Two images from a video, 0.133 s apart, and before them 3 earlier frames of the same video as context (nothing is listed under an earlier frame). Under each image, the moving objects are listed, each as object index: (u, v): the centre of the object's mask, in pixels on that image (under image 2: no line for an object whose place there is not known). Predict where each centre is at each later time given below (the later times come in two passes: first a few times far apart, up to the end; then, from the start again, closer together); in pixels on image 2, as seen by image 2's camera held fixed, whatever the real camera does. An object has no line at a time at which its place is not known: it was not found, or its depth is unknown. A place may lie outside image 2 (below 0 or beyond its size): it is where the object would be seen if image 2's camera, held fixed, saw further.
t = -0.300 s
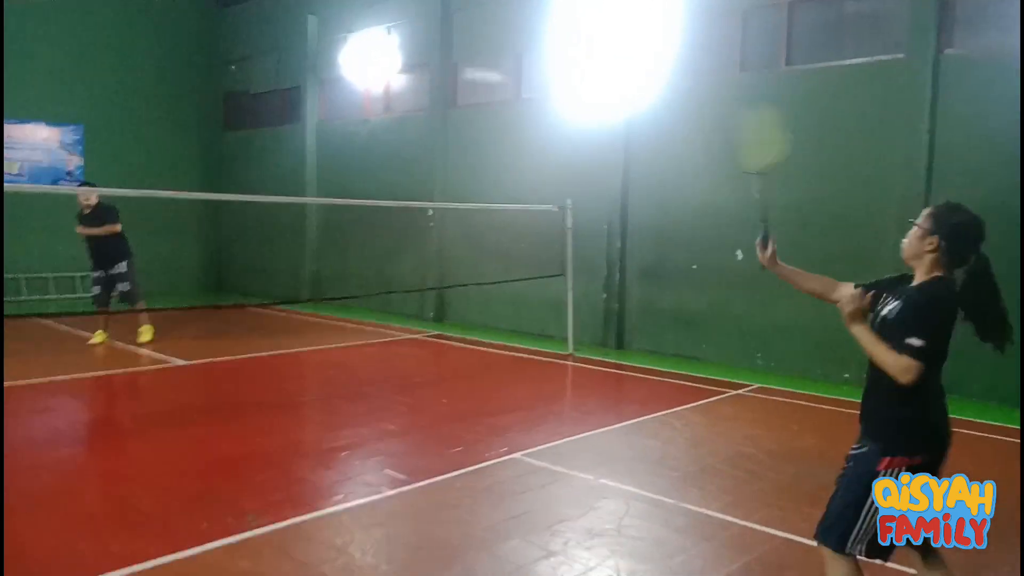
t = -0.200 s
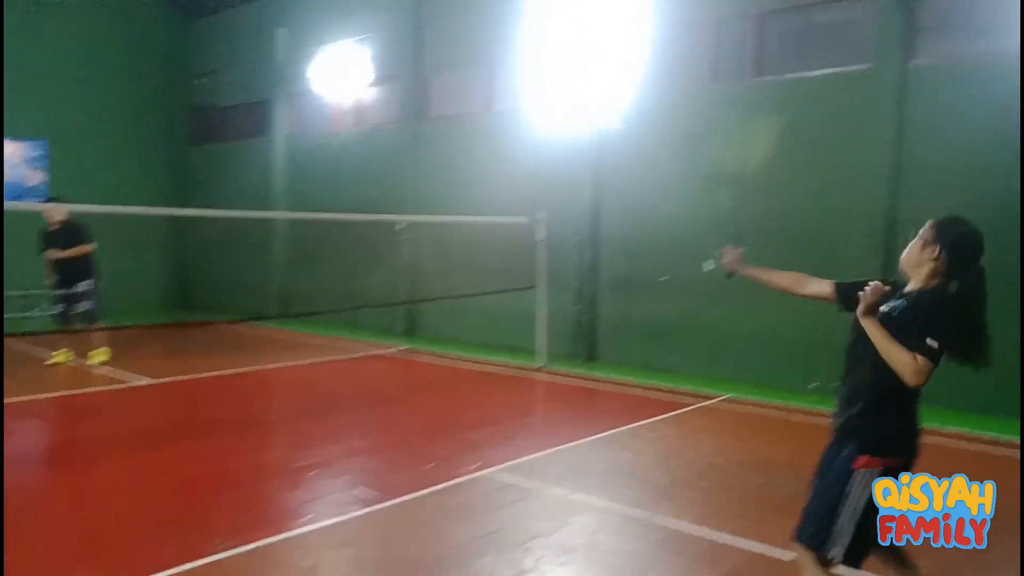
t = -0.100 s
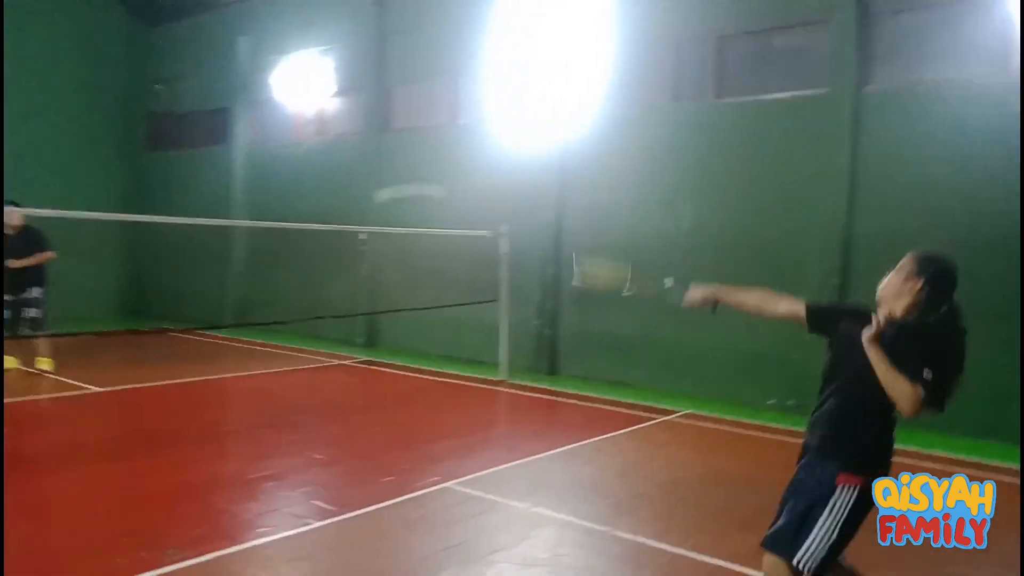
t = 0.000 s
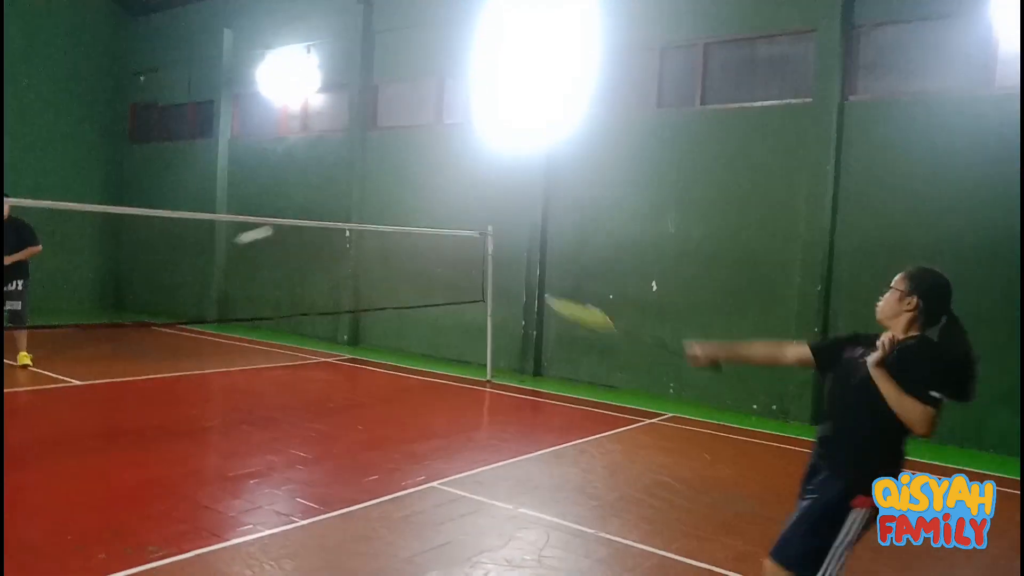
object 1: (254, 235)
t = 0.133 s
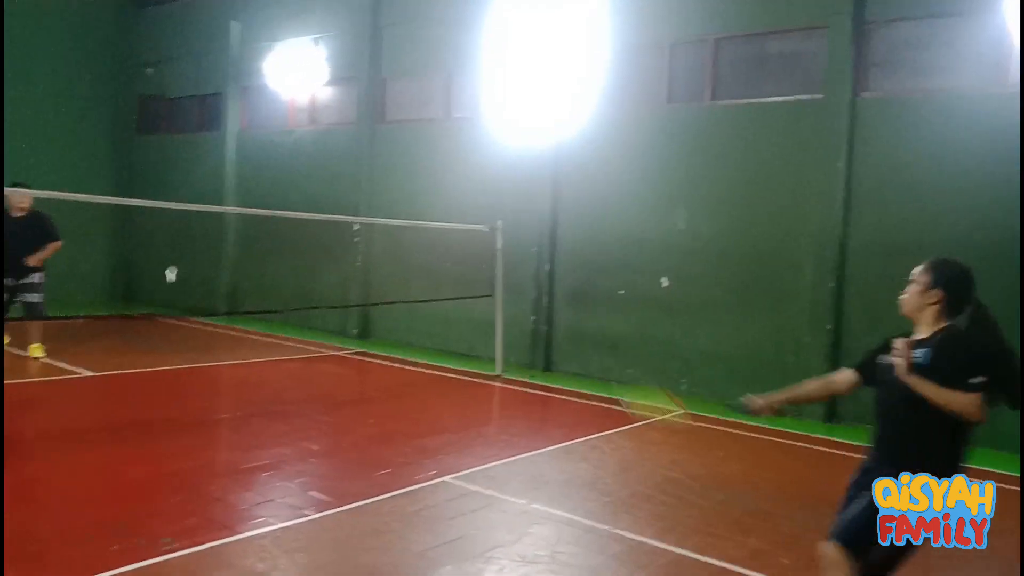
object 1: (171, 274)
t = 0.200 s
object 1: (164, 275)
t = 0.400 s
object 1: (168, 289)
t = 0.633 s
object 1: (173, 357)
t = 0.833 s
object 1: (171, 406)
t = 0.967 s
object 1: (172, 403)
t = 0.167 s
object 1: (165, 277)
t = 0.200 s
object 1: (164, 275)
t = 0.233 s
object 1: (164, 275)
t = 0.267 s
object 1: (165, 277)
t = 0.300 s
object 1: (166, 279)
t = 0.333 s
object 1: (166, 282)
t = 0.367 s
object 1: (167, 285)
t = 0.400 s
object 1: (168, 289)
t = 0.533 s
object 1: (171, 316)
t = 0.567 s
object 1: (172, 329)
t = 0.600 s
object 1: (172, 342)
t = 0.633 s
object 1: (173, 357)
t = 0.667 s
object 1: (173, 374)
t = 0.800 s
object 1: (172, 413)
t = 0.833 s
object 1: (171, 406)
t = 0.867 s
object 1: (170, 403)
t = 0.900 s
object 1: (171, 400)
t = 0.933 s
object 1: (172, 401)
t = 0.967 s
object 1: (172, 403)
